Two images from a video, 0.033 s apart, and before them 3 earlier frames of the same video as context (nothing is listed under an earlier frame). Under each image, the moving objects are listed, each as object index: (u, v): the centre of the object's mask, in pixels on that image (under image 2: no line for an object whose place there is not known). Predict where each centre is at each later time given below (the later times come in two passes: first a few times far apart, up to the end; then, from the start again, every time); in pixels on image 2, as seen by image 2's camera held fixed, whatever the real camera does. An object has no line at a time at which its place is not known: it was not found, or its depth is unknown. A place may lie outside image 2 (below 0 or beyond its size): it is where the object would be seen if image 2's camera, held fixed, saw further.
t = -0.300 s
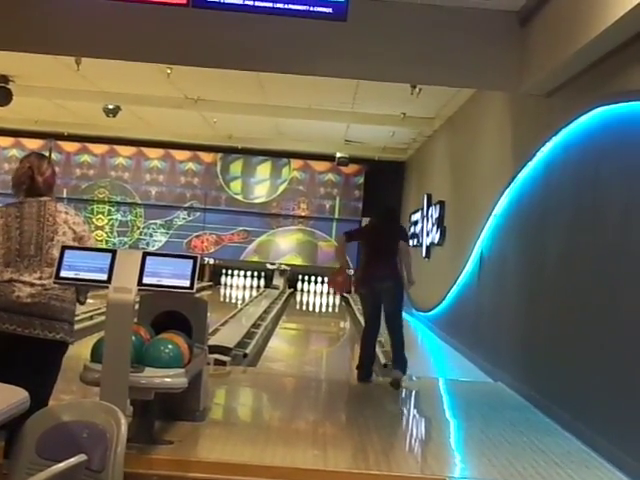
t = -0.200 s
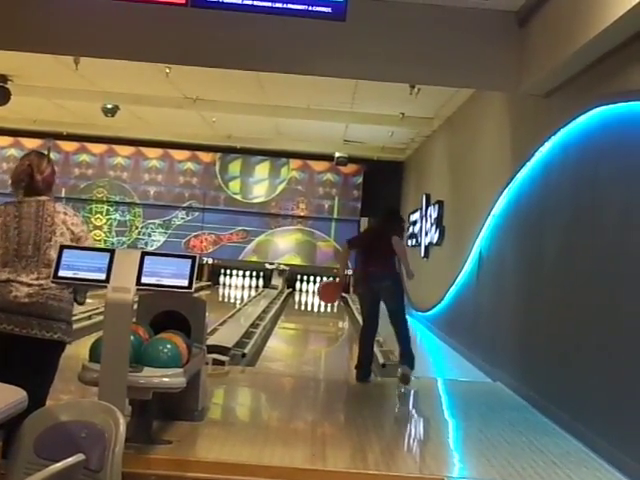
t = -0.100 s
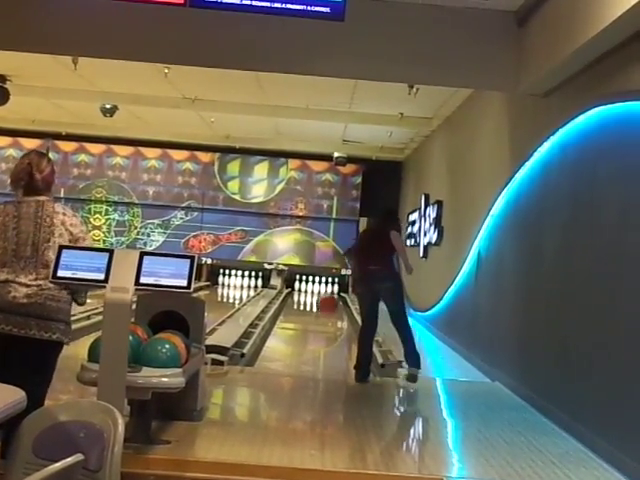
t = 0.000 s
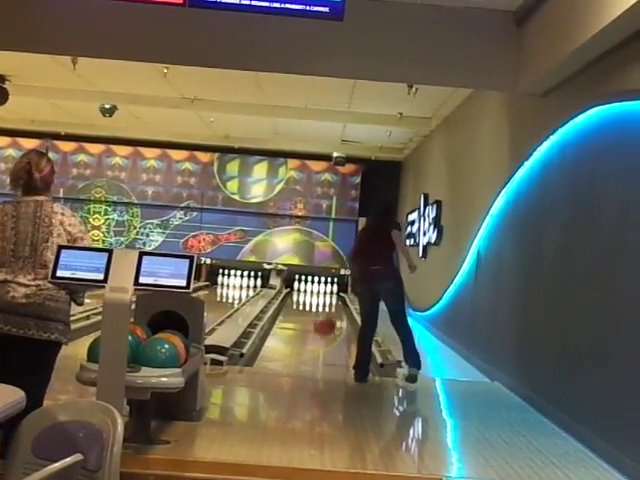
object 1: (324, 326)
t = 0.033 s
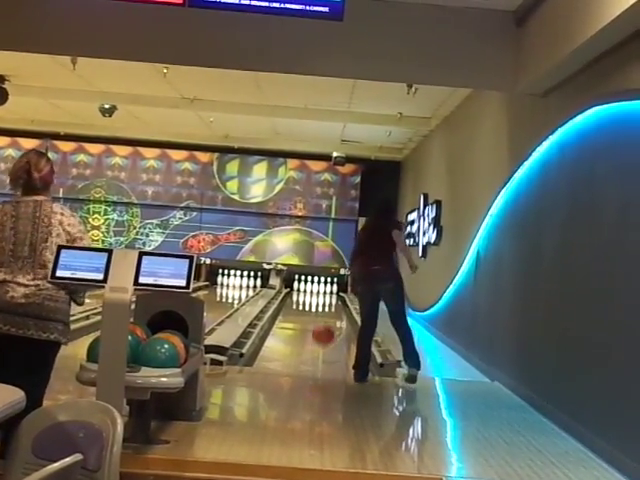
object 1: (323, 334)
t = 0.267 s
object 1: (323, 339)
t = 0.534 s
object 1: (323, 332)
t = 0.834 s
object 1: (324, 324)
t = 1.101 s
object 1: (325, 318)
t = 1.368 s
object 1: (324, 314)
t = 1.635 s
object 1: (324, 310)
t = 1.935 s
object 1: (326, 306)
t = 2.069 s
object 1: (326, 304)
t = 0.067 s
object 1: (323, 344)
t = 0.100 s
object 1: (322, 345)
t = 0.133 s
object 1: (322, 342)
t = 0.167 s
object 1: (322, 339)
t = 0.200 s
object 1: (322, 339)
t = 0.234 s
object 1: (323, 338)
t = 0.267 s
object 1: (323, 339)
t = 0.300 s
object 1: (323, 339)
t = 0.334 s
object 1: (322, 338)
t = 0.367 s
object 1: (323, 337)
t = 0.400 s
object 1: (323, 336)
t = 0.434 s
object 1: (323, 335)
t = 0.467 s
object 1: (323, 334)
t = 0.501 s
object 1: (323, 333)
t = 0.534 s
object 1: (323, 332)
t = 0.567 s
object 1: (323, 331)
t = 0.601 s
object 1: (323, 331)
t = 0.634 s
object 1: (324, 329)
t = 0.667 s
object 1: (323, 329)
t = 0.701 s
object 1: (324, 328)
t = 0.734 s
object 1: (324, 327)
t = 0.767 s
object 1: (324, 326)
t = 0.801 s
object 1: (324, 325)
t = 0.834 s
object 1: (324, 324)
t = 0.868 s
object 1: (324, 323)
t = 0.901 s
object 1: (324, 323)
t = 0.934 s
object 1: (324, 322)
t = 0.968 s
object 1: (324, 321)
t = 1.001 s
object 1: (324, 320)
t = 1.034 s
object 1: (324, 320)
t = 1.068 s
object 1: (324, 319)
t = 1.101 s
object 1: (325, 318)
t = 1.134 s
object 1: (325, 318)
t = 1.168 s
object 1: (324, 318)
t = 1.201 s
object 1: (325, 317)
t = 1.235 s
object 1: (325, 316)
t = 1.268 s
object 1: (325, 315)
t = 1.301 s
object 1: (324, 315)
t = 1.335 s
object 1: (324, 314)
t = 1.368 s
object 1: (324, 314)
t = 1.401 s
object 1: (324, 313)
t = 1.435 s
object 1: (324, 313)
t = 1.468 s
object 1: (325, 312)
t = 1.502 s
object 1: (324, 312)
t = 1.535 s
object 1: (324, 311)
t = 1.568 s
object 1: (324, 310)
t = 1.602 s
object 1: (324, 310)
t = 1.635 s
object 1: (324, 310)
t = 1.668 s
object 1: (324, 309)
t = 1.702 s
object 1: (324, 309)
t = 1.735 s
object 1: (324, 308)
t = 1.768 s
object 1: (325, 308)
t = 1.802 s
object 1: (325, 307)
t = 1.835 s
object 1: (325, 307)
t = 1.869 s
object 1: (325, 306)
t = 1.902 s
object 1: (325, 306)
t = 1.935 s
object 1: (326, 306)
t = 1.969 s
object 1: (326, 305)
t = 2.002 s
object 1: (325, 304)
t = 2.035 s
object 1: (325, 304)
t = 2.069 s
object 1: (326, 304)
